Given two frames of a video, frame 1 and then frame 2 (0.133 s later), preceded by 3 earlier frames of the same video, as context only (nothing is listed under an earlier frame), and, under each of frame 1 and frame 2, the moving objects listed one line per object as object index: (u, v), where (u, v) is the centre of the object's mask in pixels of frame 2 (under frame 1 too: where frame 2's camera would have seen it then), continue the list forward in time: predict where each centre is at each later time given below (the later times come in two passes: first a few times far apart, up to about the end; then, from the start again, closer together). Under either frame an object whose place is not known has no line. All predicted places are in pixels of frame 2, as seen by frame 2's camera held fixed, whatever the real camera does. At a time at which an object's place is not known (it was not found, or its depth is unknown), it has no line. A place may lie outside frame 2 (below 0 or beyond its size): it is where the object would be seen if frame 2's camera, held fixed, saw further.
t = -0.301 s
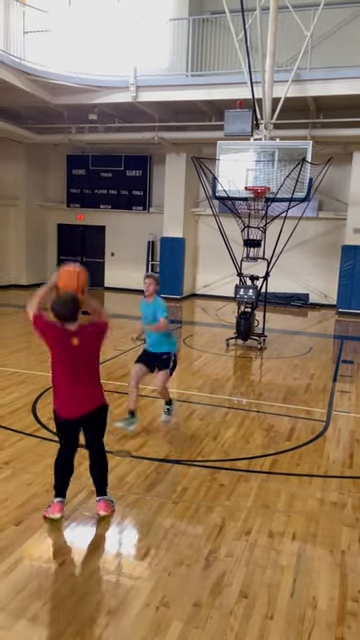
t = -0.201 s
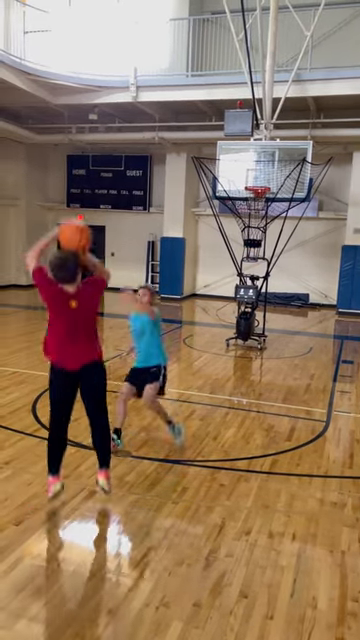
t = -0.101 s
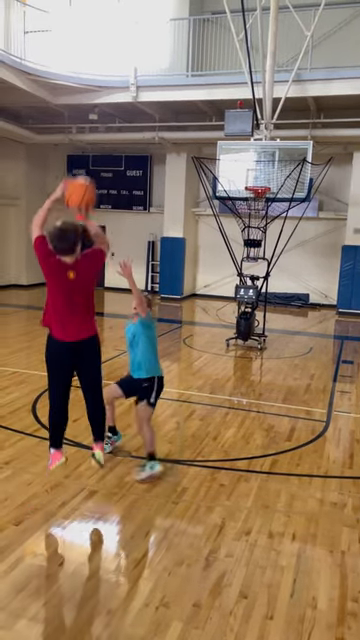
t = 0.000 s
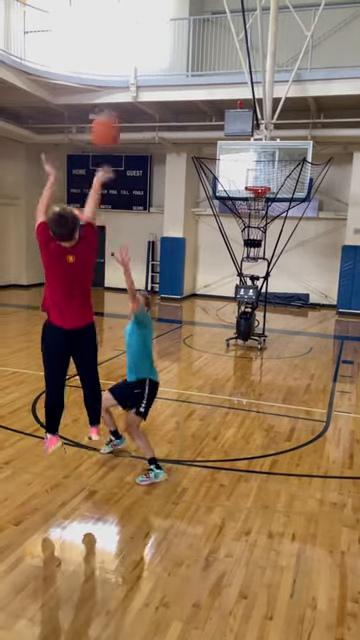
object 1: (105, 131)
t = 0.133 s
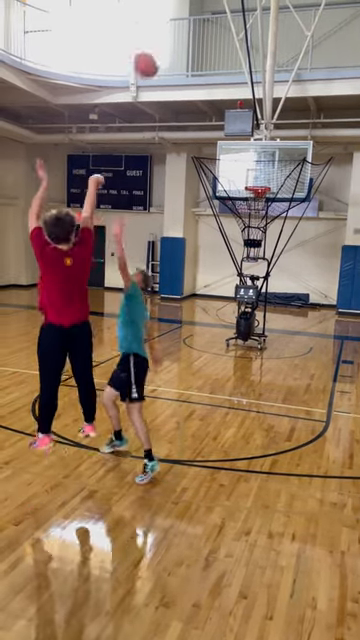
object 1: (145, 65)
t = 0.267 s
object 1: (176, 31)
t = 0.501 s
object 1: (211, 24)
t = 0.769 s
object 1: (237, 67)
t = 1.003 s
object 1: (250, 129)
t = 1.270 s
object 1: (259, 198)
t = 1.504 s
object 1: (259, 199)
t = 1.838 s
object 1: (250, 225)
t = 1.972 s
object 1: (246, 238)
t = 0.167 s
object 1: (154, 53)
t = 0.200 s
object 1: (163, 44)
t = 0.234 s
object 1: (170, 36)
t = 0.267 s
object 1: (176, 31)
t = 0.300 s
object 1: (182, 26)
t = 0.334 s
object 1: (188, 23)
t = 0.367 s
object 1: (194, 22)
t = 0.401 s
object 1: (199, 21)
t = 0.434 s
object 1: (202, 21)
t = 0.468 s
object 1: (207, 23)
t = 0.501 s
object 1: (211, 24)
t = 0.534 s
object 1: (216, 28)
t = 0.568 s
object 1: (219, 31)
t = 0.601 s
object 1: (223, 36)
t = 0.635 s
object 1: (226, 42)
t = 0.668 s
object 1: (229, 47)
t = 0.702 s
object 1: (232, 54)
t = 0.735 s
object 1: (235, 61)
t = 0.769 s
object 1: (237, 67)
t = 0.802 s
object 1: (239, 75)
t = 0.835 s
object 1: (241, 83)
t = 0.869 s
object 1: (243, 92)
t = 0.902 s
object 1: (245, 102)
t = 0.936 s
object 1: (246, 108)
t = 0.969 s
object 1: (249, 119)
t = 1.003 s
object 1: (250, 129)
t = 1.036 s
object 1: (251, 138)
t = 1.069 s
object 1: (253, 148)
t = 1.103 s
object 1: (254, 158)
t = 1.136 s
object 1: (255, 169)
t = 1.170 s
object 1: (256, 180)
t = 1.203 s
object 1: (258, 190)
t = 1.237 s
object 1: (259, 194)
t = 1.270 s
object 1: (259, 198)
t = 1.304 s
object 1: (259, 198)
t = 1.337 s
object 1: (258, 198)
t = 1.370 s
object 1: (259, 198)
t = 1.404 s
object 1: (259, 198)
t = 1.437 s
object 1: (259, 199)
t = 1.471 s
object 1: (259, 199)
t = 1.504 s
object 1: (259, 199)
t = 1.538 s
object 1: (259, 199)
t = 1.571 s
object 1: (259, 201)
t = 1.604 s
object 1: (259, 202)
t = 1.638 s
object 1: (258, 205)
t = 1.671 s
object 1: (258, 207)
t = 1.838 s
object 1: (250, 225)
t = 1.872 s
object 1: (248, 232)
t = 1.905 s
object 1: (246, 235)
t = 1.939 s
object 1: (246, 237)
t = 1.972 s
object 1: (246, 238)
